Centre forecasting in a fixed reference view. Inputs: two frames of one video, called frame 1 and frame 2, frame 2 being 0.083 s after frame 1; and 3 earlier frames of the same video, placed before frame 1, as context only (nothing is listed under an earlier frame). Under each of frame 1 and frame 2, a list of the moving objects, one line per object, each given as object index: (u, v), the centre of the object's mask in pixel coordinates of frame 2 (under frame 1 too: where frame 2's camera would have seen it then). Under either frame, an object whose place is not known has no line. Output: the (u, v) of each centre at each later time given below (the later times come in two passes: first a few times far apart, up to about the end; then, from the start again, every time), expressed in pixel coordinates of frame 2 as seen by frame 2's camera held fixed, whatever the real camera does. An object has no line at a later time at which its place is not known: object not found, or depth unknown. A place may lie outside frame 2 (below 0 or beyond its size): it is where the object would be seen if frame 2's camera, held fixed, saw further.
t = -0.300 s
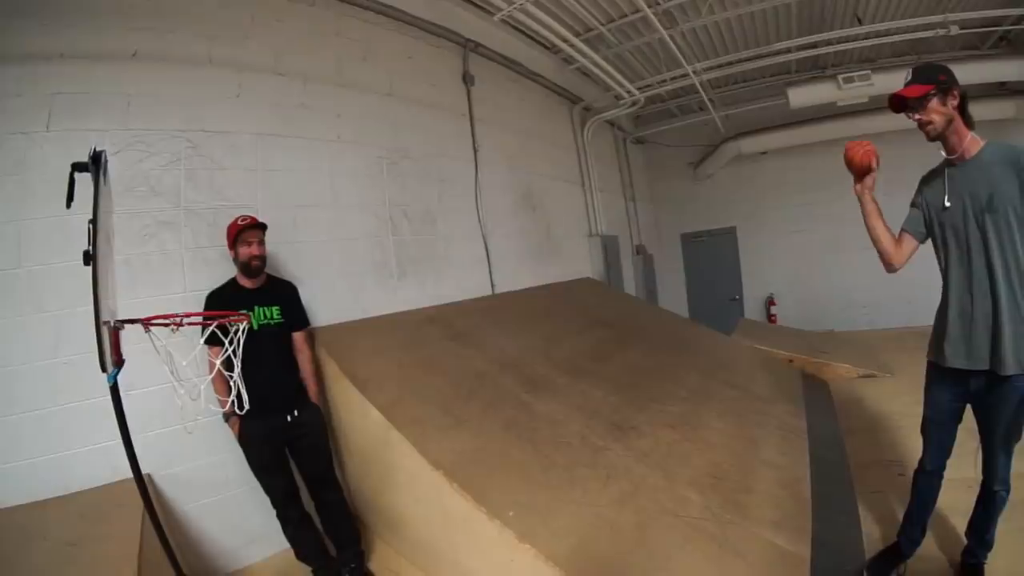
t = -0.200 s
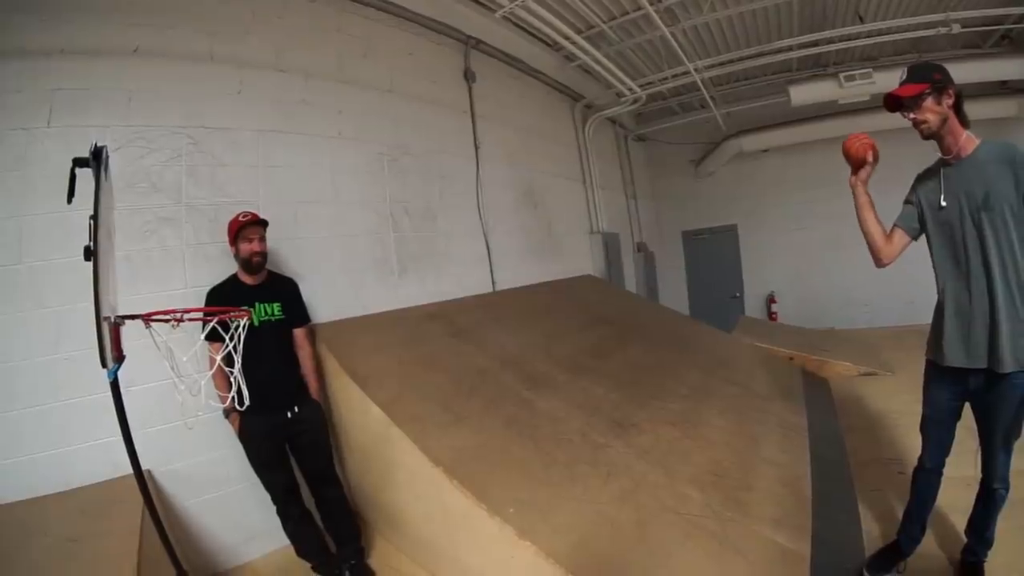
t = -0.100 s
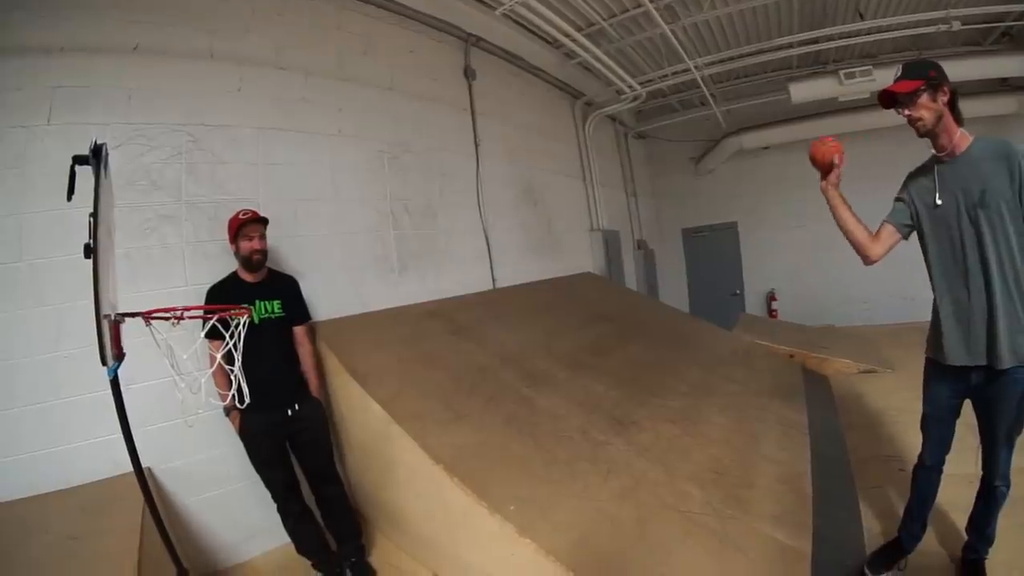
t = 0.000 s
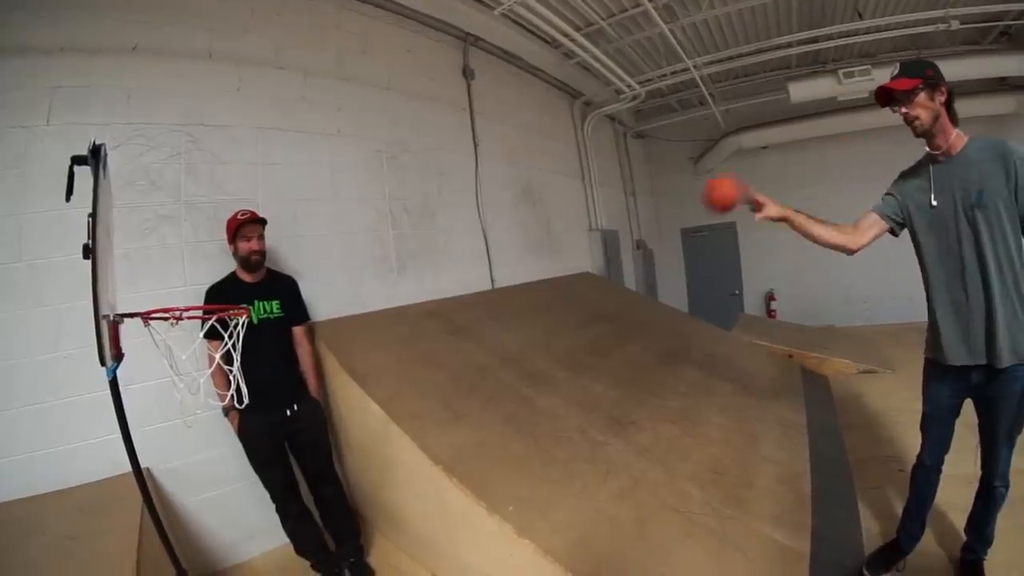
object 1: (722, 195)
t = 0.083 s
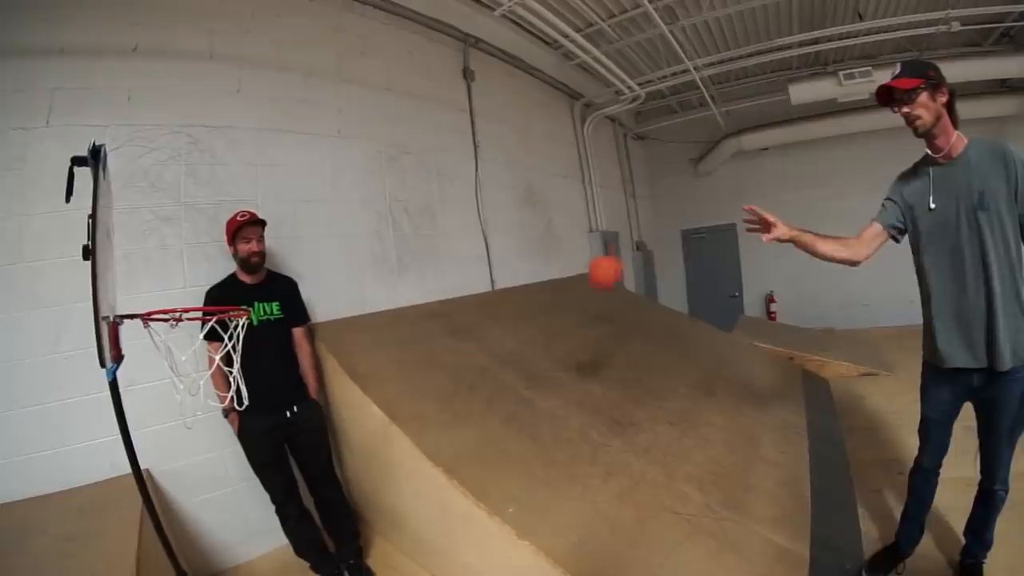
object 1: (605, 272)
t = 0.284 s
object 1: (454, 309)
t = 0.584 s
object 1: (436, 71)
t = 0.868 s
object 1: (425, 18)
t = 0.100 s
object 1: (582, 288)
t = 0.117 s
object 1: (560, 305)
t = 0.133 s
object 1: (540, 322)
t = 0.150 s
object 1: (518, 339)
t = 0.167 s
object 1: (500, 355)
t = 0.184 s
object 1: (482, 372)
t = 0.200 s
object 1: (466, 386)
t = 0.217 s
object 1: (463, 375)
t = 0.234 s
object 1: (460, 357)
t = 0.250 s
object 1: (458, 341)
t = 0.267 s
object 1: (456, 325)
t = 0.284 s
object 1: (454, 309)
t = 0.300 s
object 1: (453, 293)
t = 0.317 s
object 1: (452, 276)
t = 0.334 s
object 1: (450, 260)
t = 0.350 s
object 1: (448, 245)
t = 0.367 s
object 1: (447, 229)
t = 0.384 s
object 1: (446, 214)
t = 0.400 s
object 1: (444, 199)
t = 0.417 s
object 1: (443, 185)
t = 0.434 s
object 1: (442, 171)
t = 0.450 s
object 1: (440, 158)
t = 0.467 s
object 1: (440, 145)
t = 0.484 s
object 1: (439, 133)
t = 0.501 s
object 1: (438, 121)
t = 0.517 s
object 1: (438, 110)
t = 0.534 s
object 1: (437, 100)
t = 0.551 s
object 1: (436, 90)
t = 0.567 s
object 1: (436, 80)
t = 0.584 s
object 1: (436, 71)
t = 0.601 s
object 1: (435, 62)
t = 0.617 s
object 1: (434, 55)
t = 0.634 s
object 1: (433, 48)
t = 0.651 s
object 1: (432, 41)
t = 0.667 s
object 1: (431, 36)
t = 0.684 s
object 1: (431, 31)
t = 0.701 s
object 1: (432, 27)
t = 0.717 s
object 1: (431, 22)
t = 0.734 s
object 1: (432, 19)
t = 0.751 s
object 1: (431, 16)
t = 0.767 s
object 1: (430, 14)
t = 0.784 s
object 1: (430, 12)
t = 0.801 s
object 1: (429, 12)
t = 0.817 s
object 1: (428, 12)
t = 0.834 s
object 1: (428, 13)
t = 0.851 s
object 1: (426, 15)
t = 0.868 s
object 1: (425, 18)
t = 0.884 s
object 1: (423, 24)
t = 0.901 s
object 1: (421, 31)
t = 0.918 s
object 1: (419, 39)
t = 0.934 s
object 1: (418, 48)
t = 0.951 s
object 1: (410, 59)
